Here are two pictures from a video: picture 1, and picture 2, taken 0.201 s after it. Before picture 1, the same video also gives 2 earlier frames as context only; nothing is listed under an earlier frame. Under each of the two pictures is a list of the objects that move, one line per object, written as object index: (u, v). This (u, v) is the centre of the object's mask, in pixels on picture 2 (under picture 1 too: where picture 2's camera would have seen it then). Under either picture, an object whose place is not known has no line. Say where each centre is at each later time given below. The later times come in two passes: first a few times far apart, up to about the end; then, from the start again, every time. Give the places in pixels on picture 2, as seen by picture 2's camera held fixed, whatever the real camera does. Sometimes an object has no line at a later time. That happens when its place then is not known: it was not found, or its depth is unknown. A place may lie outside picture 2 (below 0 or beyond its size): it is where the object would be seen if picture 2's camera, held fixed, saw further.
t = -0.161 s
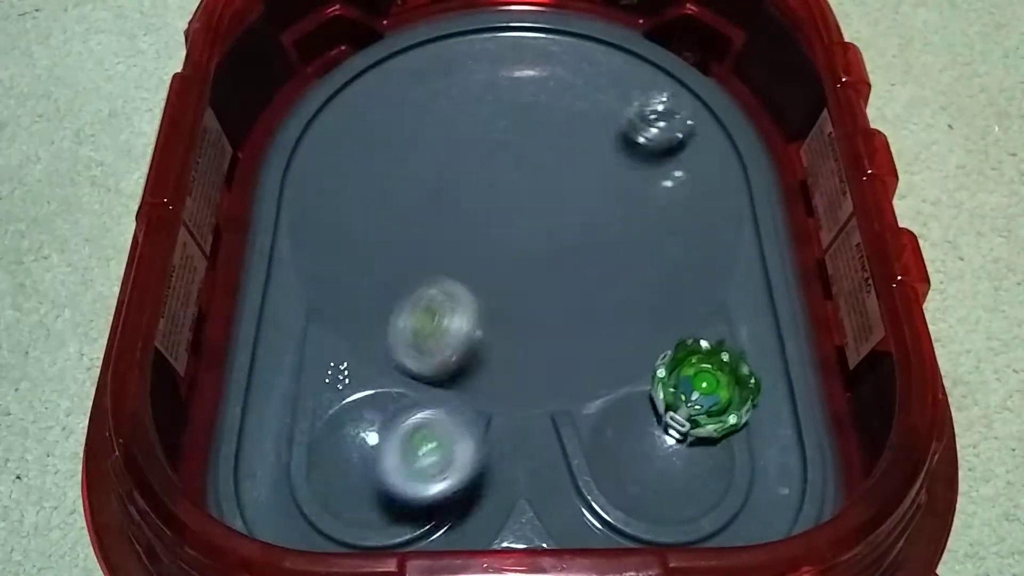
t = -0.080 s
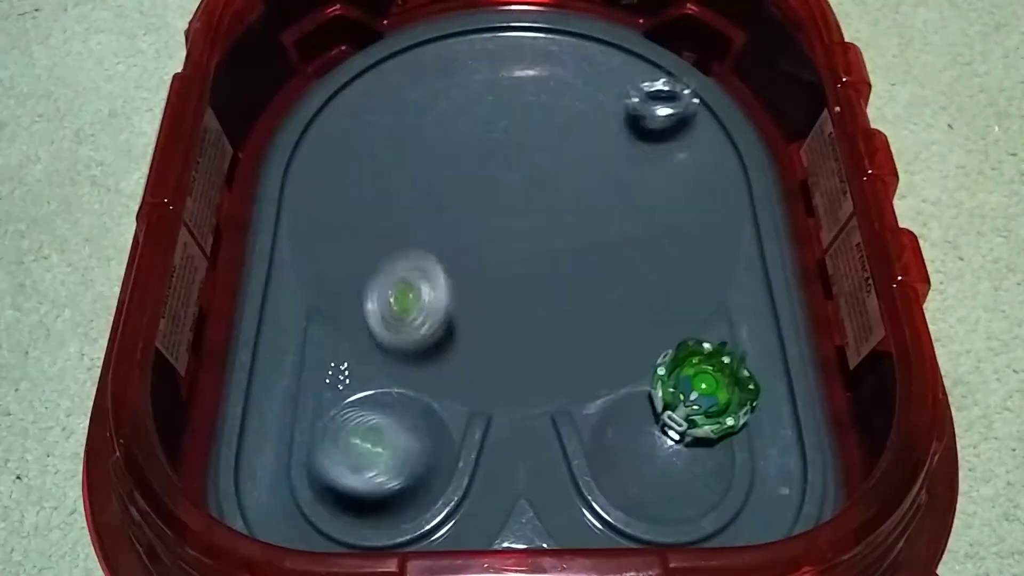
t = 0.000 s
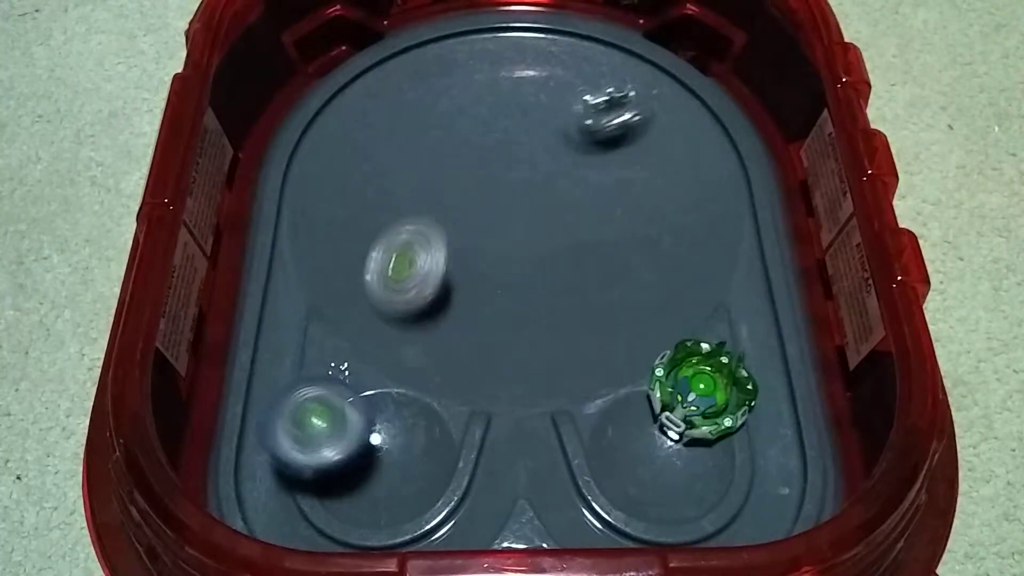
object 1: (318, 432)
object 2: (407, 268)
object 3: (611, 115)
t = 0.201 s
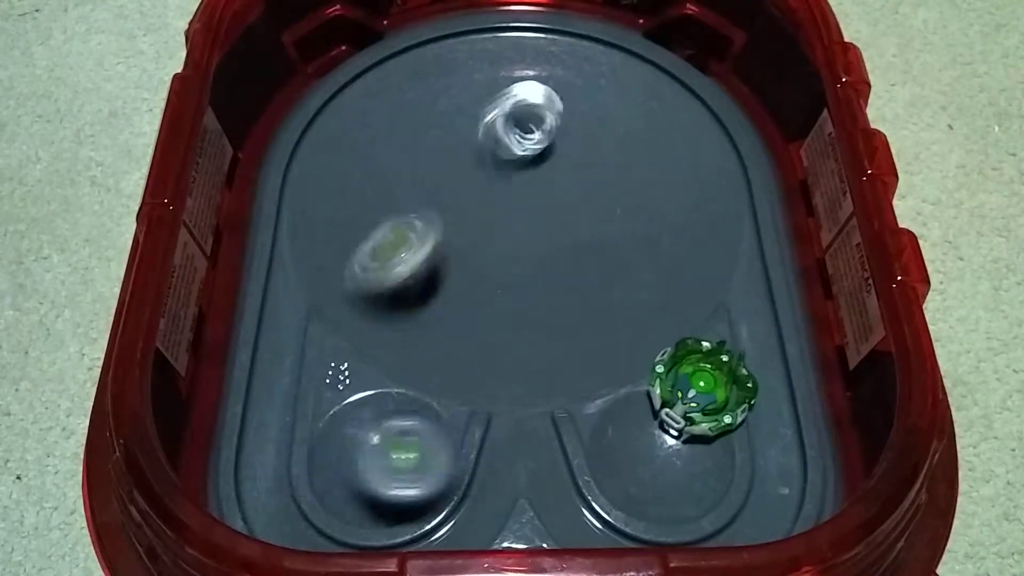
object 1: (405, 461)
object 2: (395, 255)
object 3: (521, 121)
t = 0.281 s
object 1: (416, 445)
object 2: (364, 307)
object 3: (566, 90)
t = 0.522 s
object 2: (531, 152)
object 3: (579, 107)
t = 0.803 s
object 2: (440, 36)
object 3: (617, 207)
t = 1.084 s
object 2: (489, 103)
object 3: (546, 239)
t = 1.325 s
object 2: (484, 160)
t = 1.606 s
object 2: (465, 223)
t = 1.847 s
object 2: (428, 240)
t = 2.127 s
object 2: (502, 237)
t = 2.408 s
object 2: (596, 219)
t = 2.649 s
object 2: (569, 198)
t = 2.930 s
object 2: (552, 221)
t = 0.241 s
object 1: (422, 455)
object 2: (377, 280)
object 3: (536, 115)
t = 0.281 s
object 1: (416, 445)
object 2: (364, 307)
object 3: (566, 90)
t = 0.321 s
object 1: (399, 432)
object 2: (358, 319)
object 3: (583, 71)
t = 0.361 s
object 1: (379, 419)
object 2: (373, 322)
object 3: (586, 62)
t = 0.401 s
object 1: (348, 457)
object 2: (410, 294)
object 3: (585, 66)
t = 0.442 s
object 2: (459, 244)
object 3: (580, 73)
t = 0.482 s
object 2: (498, 196)
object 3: (577, 90)
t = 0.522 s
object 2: (531, 152)
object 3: (579, 107)
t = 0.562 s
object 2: (517, 124)
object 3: (628, 100)
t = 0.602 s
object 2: (496, 106)
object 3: (654, 110)
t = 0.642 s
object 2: (480, 78)
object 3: (654, 135)
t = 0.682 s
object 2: (464, 62)
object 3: (651, 158)
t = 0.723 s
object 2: (453, 50)
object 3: (642, 177)
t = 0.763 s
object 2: (445, 41)
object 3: (630, 194)
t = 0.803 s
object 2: (440, 36)
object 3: (617, 207)
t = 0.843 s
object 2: (440, 36)
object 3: (602, 219)
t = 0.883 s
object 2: (443, 43)
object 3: (589, 227)
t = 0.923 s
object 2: (447, 51)
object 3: (577, 233)
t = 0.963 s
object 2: (455, 63)
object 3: (566, 236)
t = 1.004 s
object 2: (466, 77)
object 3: (557, 239)
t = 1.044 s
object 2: (476, 89)
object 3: (550, 239)
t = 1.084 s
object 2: (489, 103)
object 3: (546, 239)
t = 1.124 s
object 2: (500, 121)
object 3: (542, 234)
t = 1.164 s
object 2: (507, 135)
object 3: (529, 223)
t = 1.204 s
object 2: (511, 148)
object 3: (539, 204)
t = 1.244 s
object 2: (506, 151)
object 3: (554, 184)
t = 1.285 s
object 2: (494, 155)
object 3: (568, 164)
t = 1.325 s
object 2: (484, 160)
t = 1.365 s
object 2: (477, 166)
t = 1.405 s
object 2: (475, 177)
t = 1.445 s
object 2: (473, 189)
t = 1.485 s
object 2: (472, 197)
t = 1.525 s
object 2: (470, 209)
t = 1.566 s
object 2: (469, 215)
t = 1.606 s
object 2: (465, 223)
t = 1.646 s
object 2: (462, 227)
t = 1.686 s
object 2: (457, 228)
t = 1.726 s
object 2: (440, 235)
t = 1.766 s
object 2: (430, 235)
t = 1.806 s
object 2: (426, 237)
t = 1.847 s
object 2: (428, 240)
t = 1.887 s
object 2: (431, 240)
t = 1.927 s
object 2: (439, 237)
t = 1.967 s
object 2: (448, 235)
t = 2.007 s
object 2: (461, 232)
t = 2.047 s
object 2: (476, 231)
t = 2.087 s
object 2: (487, 235)
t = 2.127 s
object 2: (502, 237)
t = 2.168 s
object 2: (516, 237)
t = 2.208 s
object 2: (532, 239)
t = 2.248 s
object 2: (548, 238)
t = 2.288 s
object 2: (561, 235)
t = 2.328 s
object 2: (572, 230)
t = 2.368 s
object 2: (583, 222)
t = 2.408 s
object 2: (596, 219)
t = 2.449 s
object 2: (598, 215)
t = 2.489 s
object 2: (596, 211)
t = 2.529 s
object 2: (591, 205)
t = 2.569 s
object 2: (586, 202)
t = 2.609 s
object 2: (579, 200)
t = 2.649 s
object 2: (569, 198)
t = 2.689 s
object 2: (564, 200)
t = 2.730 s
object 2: (566, 206)
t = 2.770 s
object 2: (565, 209)
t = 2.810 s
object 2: (560, 211)
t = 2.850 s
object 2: (557, 214)
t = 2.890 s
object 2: (554, 218)
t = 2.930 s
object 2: (552, 221)
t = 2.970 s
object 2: (552, 224)
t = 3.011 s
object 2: (556, 225)
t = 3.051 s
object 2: (560, 224)
